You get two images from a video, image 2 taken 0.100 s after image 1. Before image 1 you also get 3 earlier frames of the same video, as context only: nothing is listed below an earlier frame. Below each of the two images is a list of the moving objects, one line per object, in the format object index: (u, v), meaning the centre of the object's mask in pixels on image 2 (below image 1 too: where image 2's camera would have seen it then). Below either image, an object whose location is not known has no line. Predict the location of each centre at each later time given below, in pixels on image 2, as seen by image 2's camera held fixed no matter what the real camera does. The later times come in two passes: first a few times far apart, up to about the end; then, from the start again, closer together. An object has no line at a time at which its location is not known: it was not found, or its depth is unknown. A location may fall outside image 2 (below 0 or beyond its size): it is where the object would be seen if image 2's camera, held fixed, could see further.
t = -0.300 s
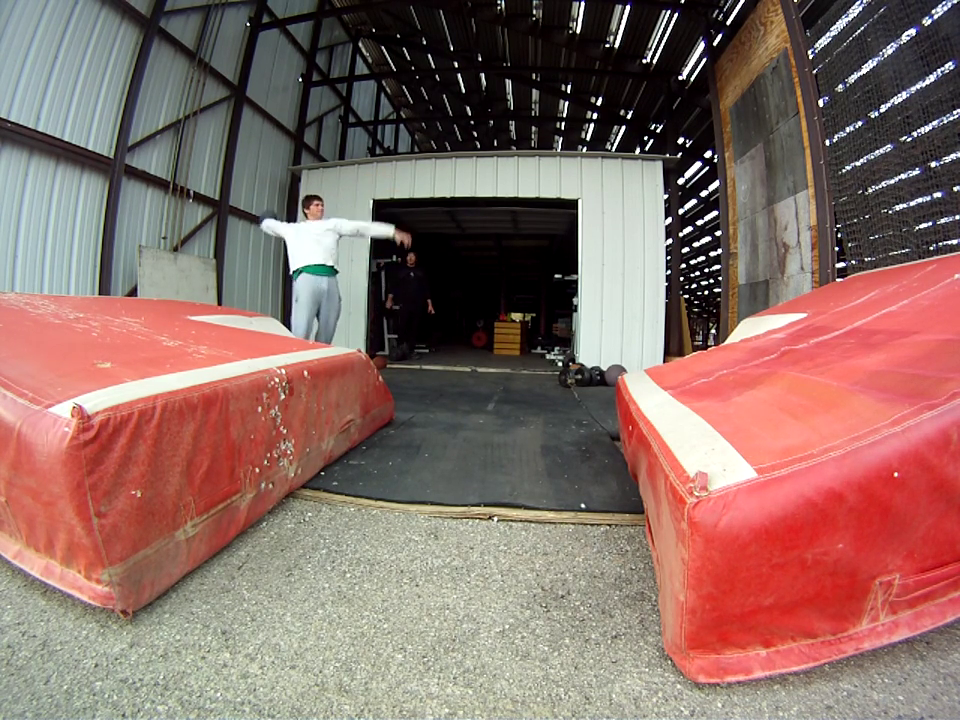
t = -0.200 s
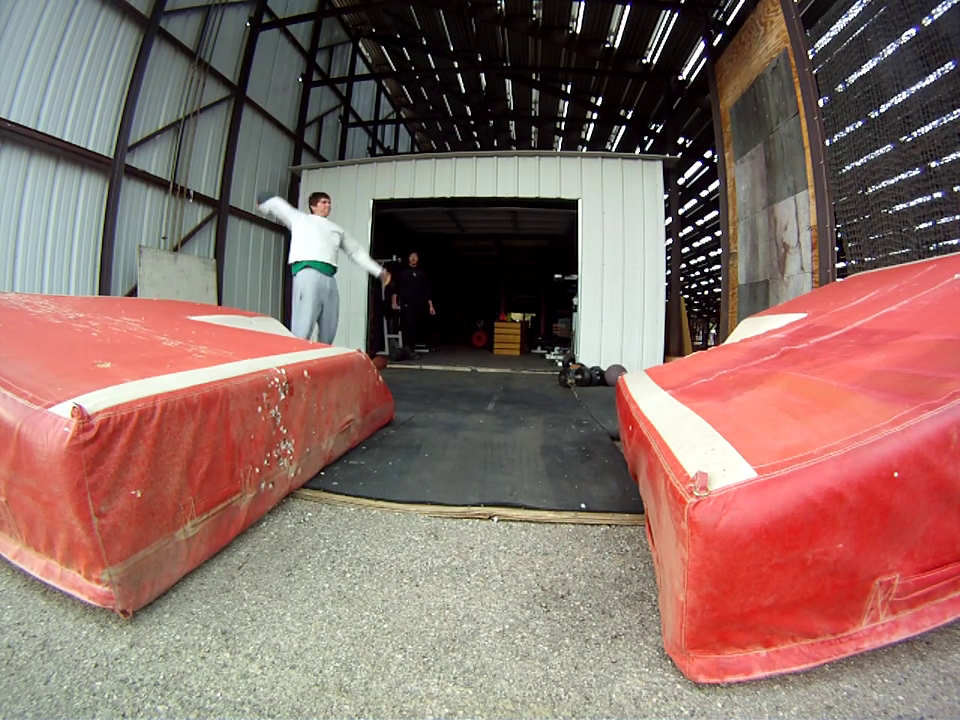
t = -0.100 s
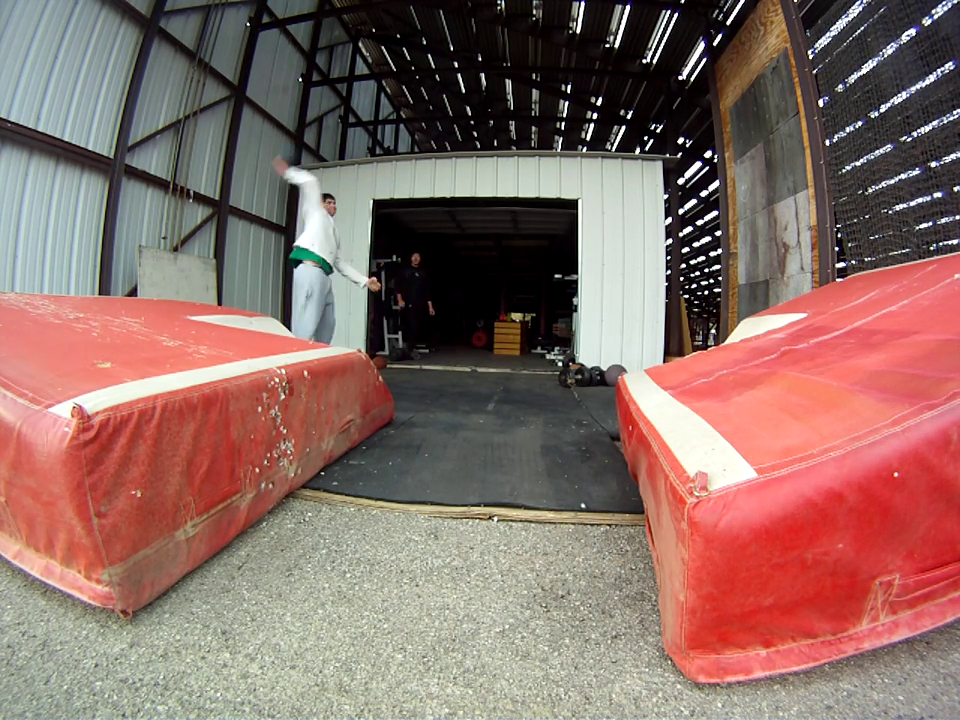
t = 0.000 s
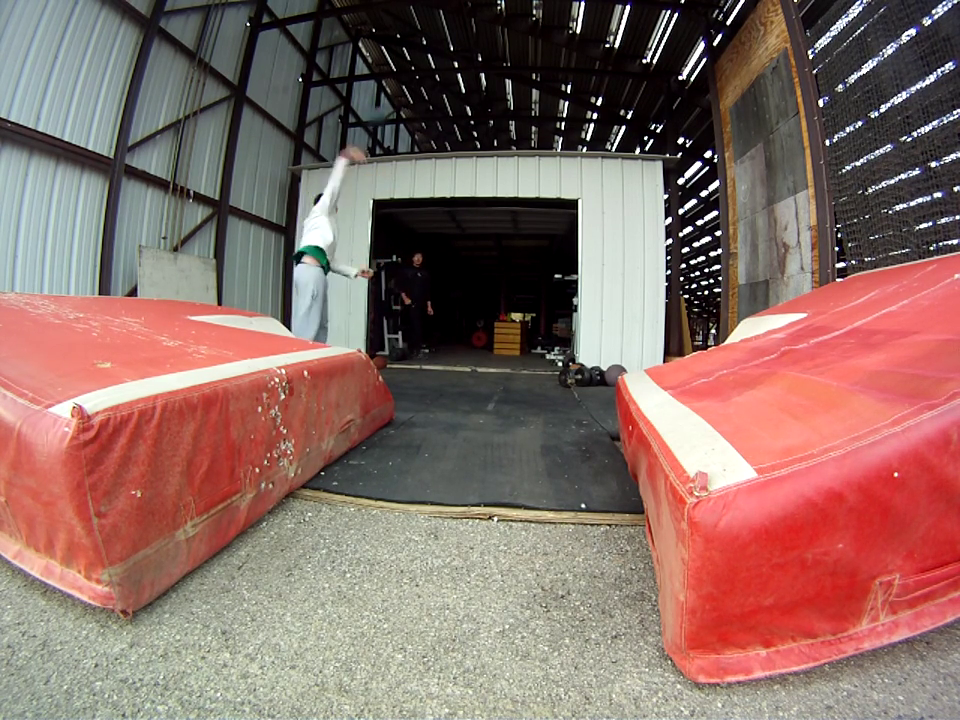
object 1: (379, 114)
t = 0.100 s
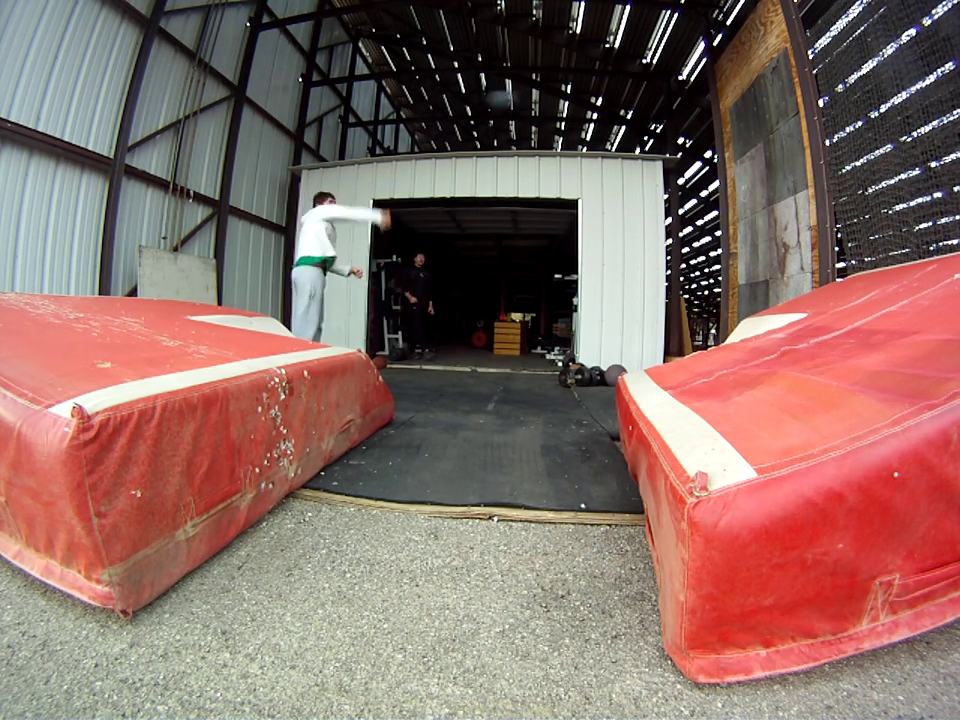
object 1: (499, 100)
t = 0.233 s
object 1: (664, 110)
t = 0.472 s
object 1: (707, 153)
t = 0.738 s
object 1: (568, 261)
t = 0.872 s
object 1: (492, 351)
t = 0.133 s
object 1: (548, 98)
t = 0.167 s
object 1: (583, 99)
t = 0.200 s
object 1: (625, 104)
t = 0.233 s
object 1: (664, 110)
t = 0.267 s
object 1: (701, 118)
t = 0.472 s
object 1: (707, 153)
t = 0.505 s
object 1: (690, 161)
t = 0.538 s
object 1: (674, 169)
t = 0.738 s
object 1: (568, 261)
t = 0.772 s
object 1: (551, 281)
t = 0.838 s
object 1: (513, 327)
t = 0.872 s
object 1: (492, 351)
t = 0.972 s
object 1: (450, 369)
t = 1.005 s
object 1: (440, 355)
